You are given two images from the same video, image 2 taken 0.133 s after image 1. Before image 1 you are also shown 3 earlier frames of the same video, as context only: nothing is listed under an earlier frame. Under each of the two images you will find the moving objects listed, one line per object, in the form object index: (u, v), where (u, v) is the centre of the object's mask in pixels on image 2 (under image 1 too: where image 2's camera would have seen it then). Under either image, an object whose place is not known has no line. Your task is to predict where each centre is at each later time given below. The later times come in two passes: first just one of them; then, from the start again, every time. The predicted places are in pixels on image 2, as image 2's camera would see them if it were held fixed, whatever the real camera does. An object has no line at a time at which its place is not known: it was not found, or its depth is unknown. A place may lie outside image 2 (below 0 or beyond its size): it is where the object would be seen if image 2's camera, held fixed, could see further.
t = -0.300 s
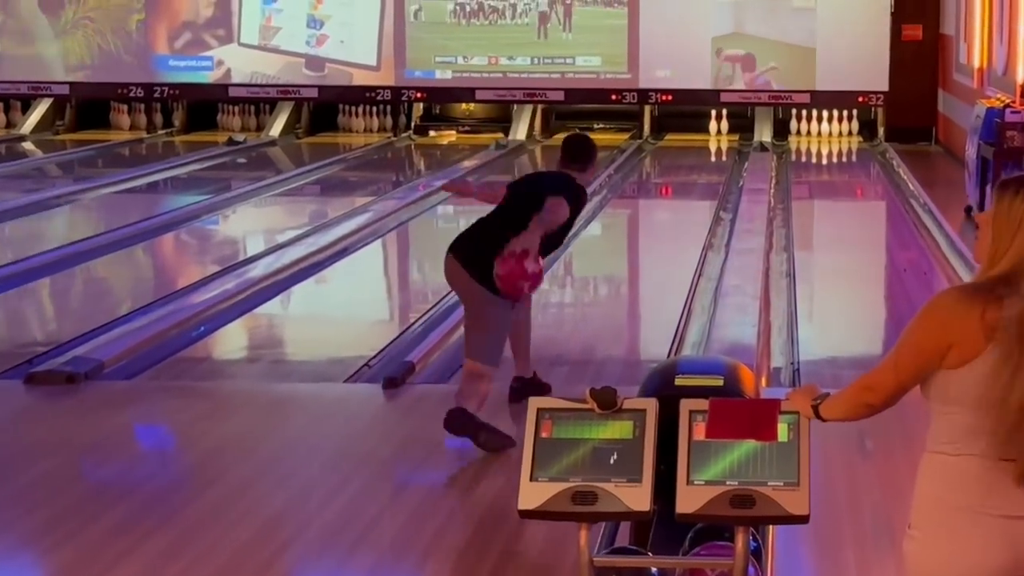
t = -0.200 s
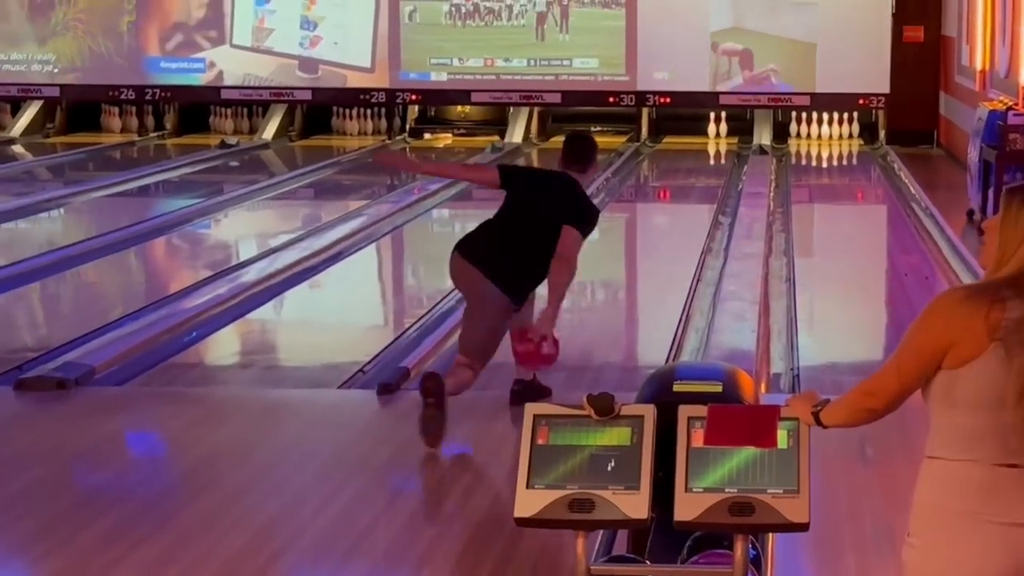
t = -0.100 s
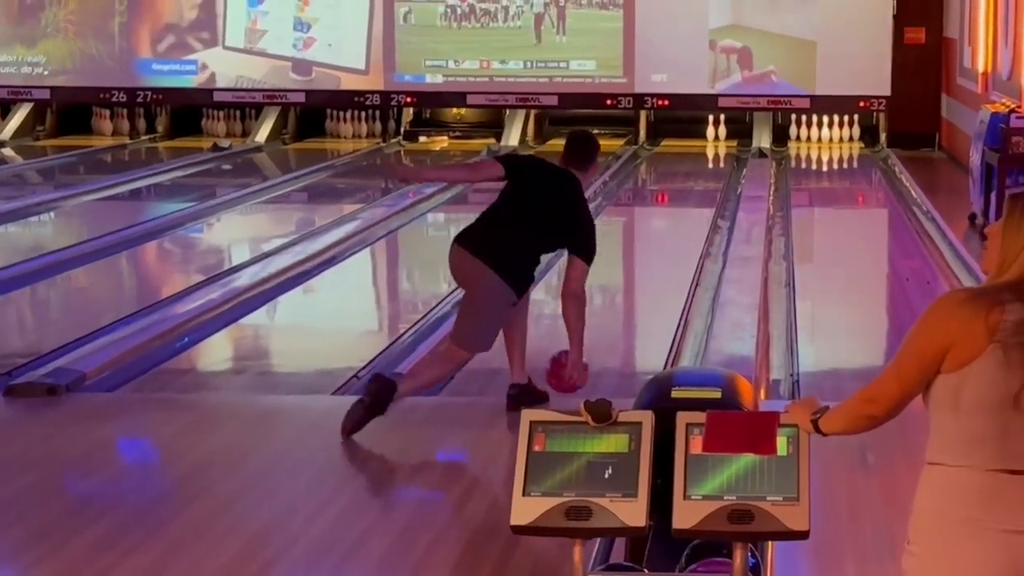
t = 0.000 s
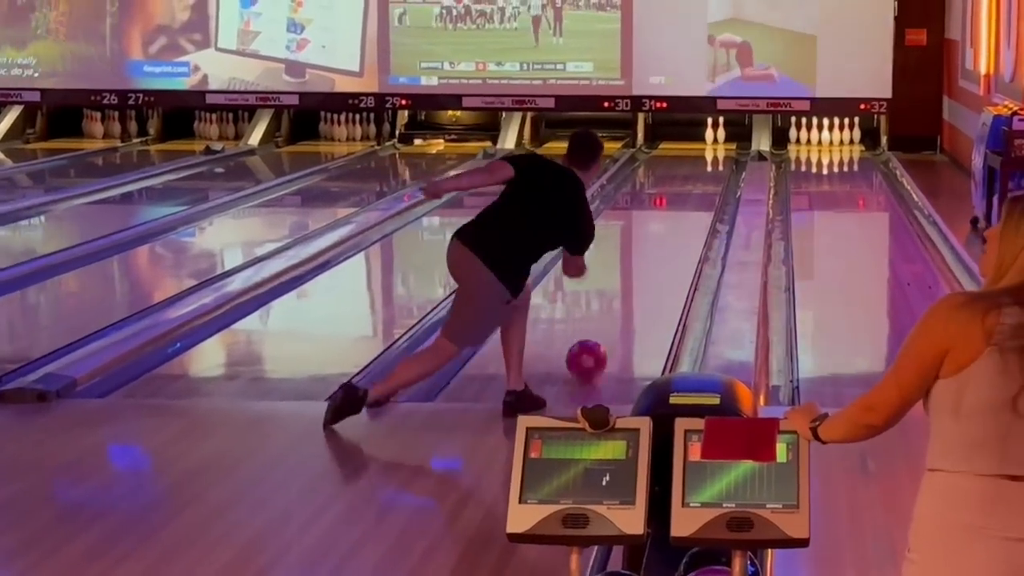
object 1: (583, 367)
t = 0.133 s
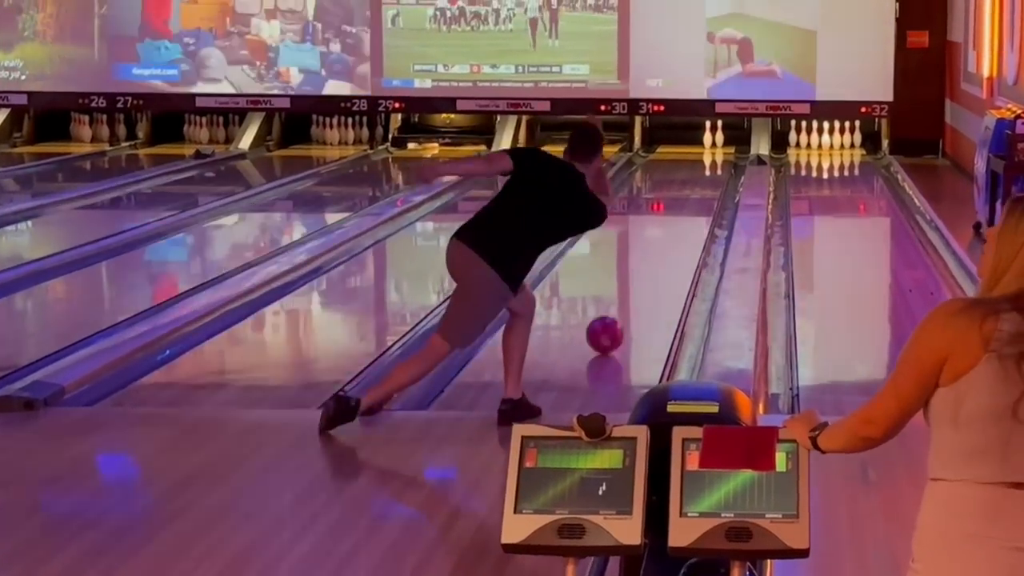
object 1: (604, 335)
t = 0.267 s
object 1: (622, 308)
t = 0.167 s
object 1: (609, 328)
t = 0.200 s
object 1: (614, 321)
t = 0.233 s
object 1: (618, 314)
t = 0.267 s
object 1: (622, 308)
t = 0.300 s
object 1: (626, 303)
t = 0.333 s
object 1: (629, 297)
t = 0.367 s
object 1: (633, 292)
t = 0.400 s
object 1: (636, 286)
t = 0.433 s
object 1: (639, 282)
